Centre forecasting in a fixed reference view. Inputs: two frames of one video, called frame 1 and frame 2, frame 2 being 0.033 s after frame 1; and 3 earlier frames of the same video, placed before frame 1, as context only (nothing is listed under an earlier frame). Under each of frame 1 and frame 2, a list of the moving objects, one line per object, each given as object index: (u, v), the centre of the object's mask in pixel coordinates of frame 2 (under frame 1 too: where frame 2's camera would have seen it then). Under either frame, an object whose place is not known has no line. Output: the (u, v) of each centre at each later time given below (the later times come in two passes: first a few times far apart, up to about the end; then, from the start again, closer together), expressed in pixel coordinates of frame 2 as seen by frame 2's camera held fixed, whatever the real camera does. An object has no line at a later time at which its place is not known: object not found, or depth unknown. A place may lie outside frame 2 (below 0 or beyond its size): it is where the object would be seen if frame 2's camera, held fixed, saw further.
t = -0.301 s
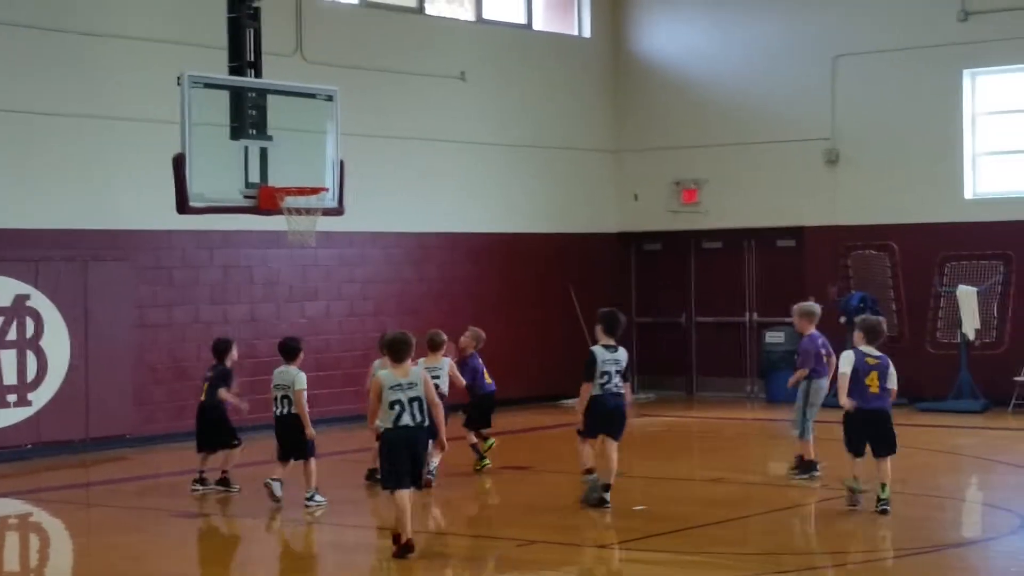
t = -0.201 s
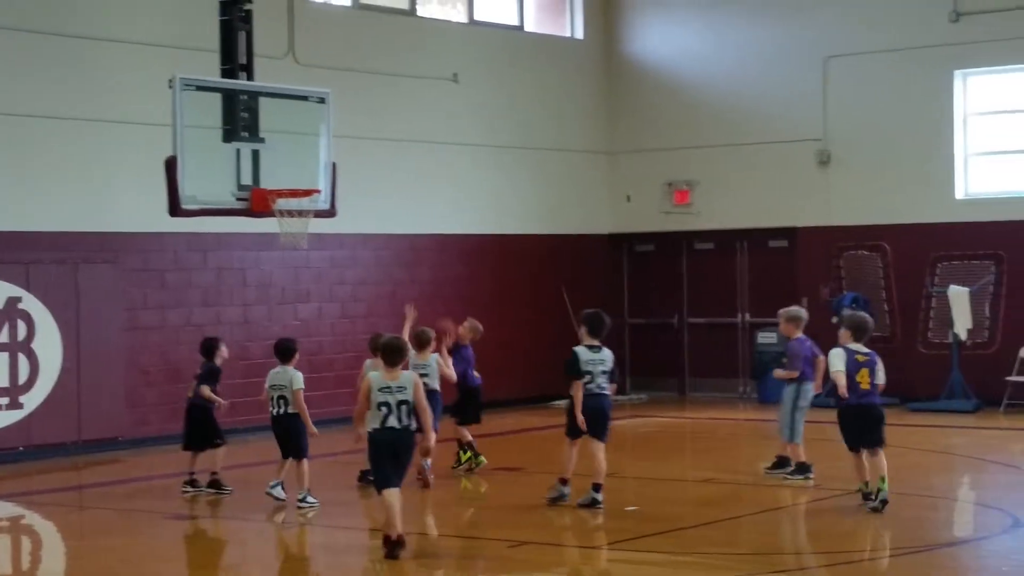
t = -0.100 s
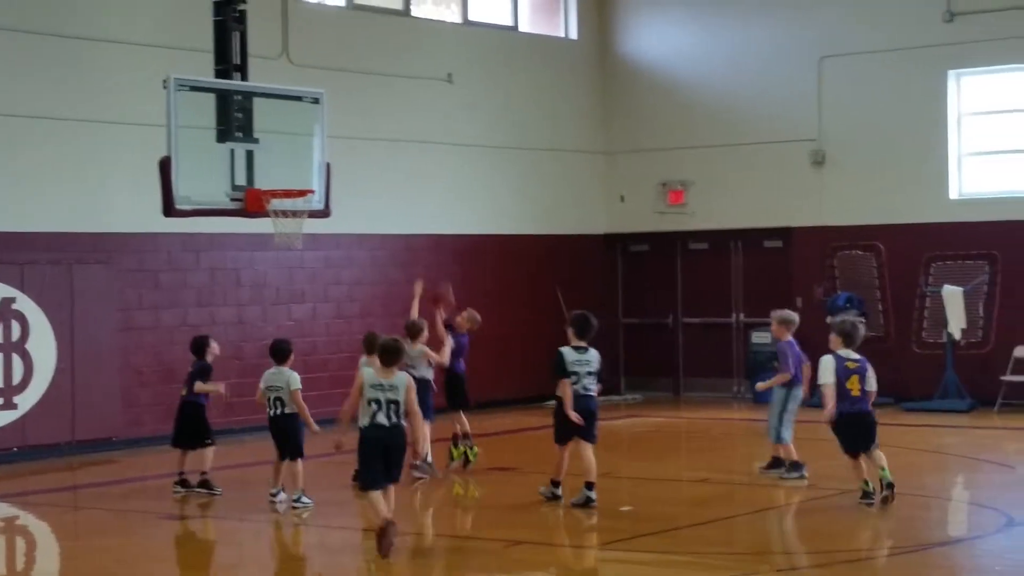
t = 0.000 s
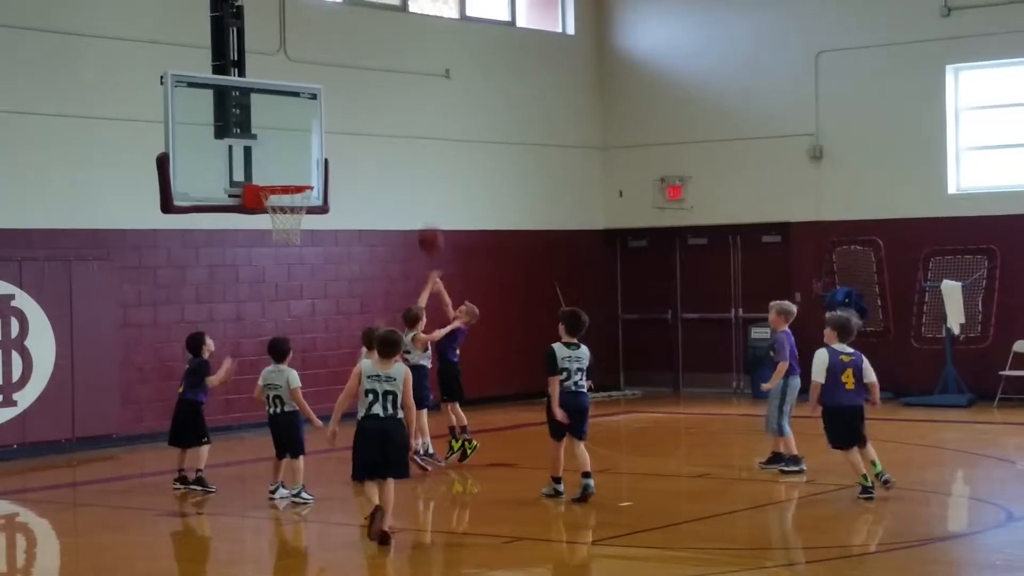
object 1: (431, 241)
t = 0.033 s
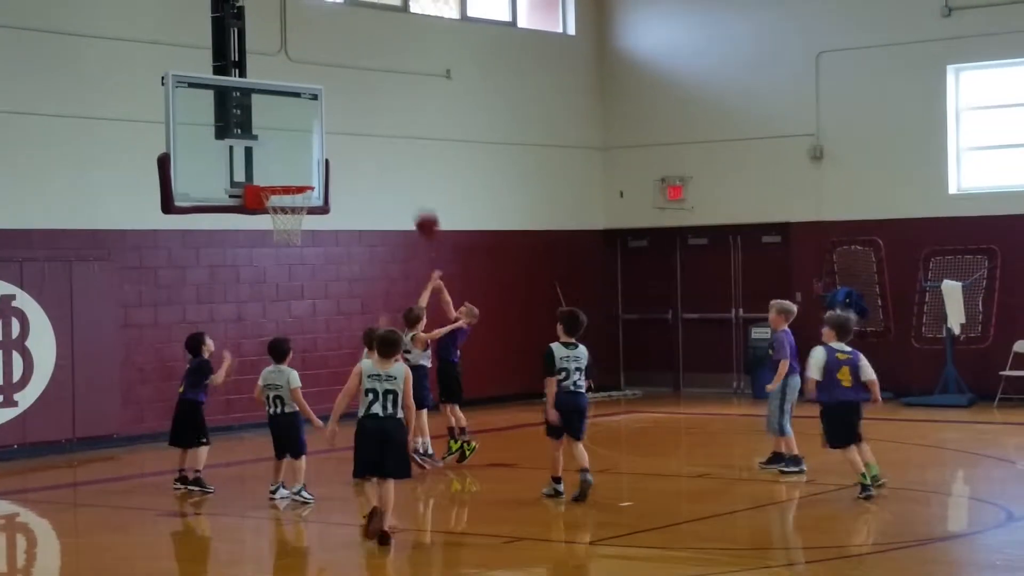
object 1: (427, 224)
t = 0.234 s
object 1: (405, 153)
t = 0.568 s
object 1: (372, 135)
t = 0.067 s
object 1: (424, 209)
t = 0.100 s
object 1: (419, 195)
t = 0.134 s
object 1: (416, 183)
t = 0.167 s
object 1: (412, 171)
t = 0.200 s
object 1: (409, 161)
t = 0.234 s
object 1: (405, 153)
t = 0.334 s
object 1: (395, 135)
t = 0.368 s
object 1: (392, 131)
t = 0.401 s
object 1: (389, 128)
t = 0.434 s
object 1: (385, 127)
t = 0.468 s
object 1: (382, 127)
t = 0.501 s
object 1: (379, 129)
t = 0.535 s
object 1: (375, 131)
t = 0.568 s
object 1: (372, 135)
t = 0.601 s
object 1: (369, 140)
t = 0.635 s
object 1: (365, 147)
